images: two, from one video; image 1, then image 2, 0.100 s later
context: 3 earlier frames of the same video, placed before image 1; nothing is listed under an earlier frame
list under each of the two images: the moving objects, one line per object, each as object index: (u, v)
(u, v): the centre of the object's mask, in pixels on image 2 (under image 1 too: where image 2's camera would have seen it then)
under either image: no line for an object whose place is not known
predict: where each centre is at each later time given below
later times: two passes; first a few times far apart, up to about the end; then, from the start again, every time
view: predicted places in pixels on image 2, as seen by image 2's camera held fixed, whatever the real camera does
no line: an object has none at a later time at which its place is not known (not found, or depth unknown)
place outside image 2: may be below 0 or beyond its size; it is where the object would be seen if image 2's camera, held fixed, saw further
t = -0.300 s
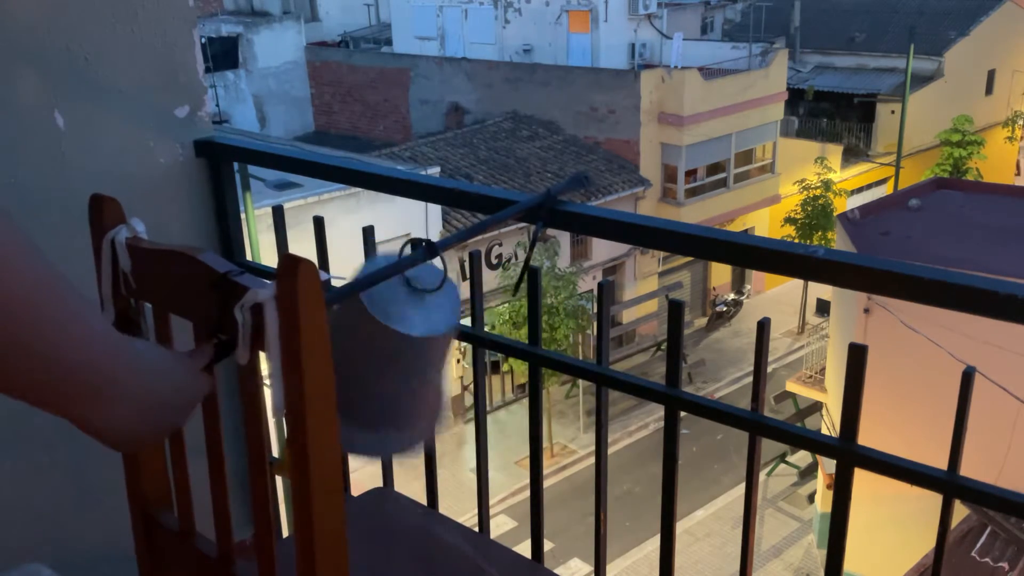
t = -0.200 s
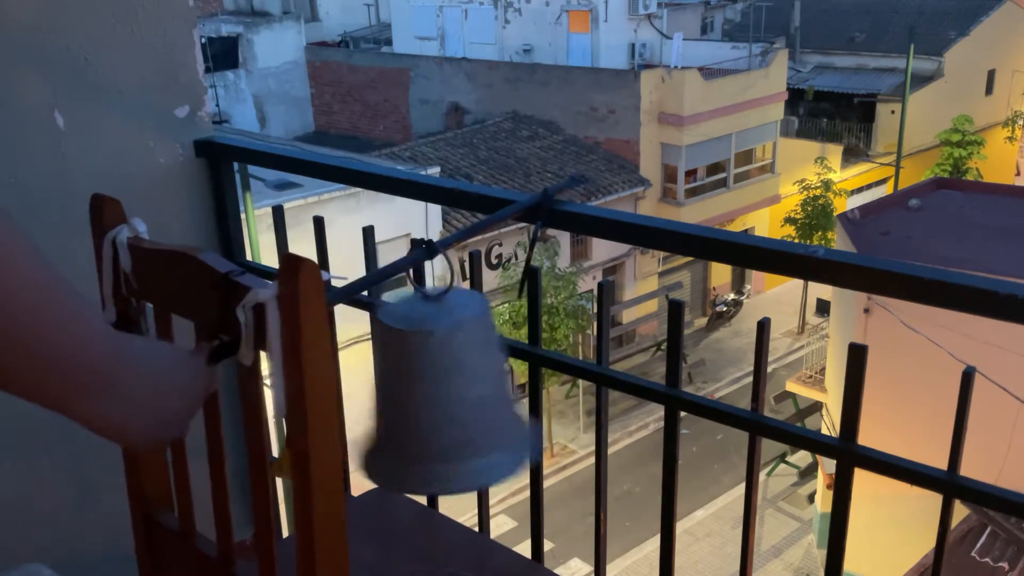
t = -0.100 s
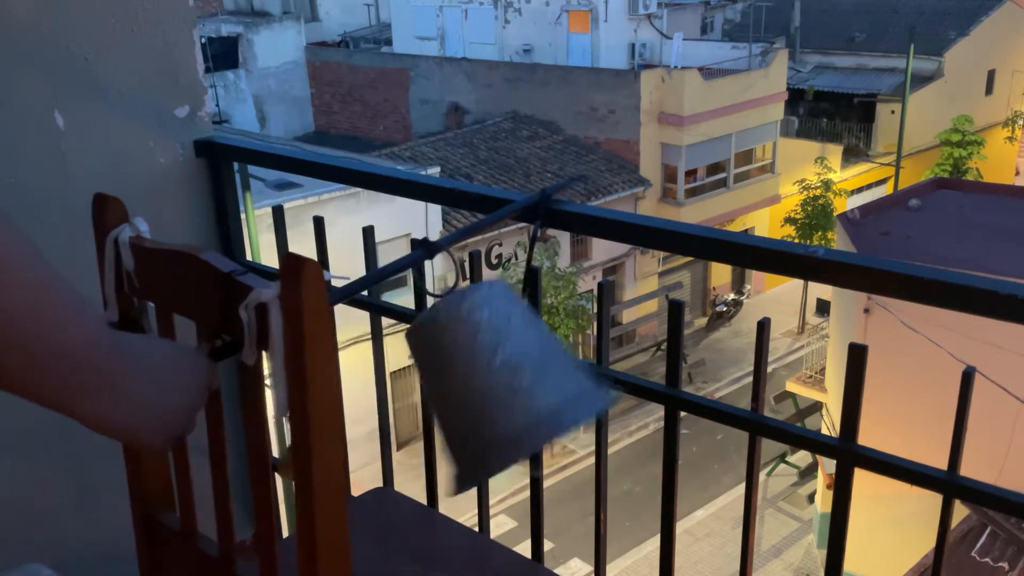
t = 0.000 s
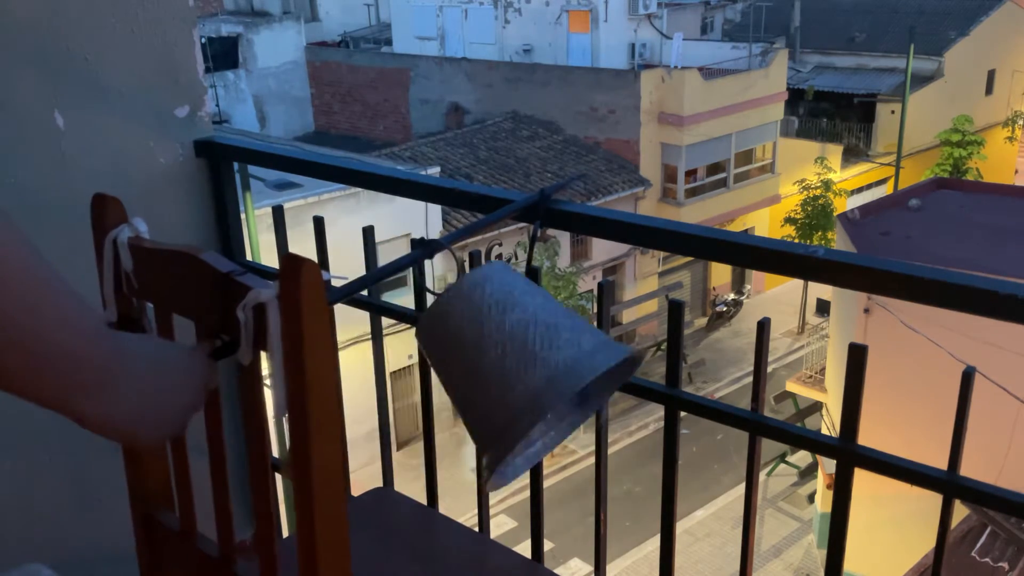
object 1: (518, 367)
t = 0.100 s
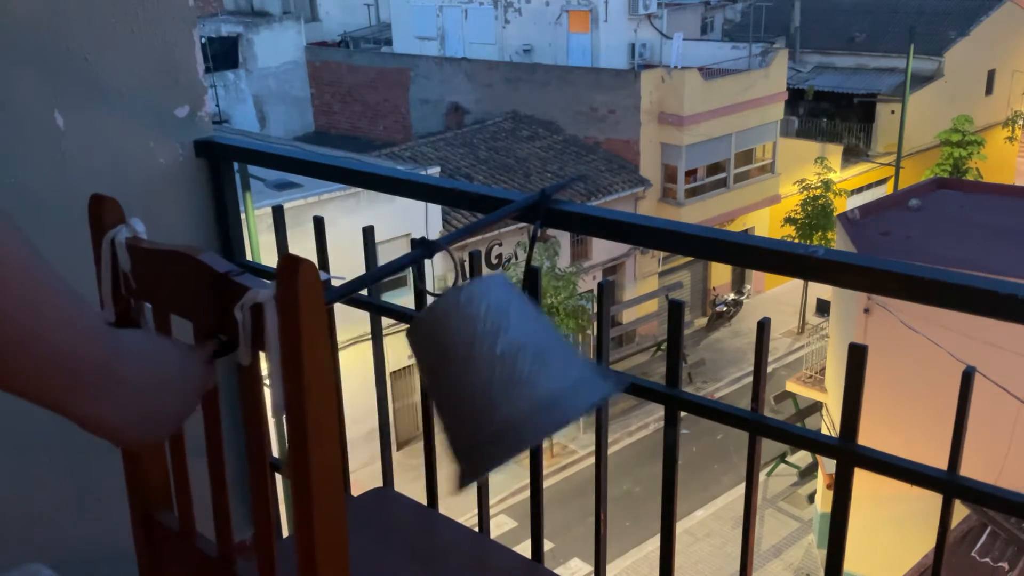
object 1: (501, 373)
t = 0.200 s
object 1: (450, 400)
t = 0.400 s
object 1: (384, 344)
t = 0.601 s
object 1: (420, 385)
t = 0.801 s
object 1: (521, 366)
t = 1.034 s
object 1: (471, 396)
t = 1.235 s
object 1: (385, 343)
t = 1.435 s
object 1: (395, 362)
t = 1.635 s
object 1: (499, 377)
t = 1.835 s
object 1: (504, 371)
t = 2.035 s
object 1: (399, 371)
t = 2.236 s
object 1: (379, 322)
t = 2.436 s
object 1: (476, 395)
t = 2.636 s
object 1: (524, 363)
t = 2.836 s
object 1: (436, 399)
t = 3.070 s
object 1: (385, 341)
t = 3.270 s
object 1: (448, 398)
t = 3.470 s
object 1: (516, 369)
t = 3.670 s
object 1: (449, 399)
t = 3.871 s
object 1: (385, 342)
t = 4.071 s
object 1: (408, 376)
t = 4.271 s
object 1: (510, 369)
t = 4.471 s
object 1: (484, 388)
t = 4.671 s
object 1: (389, 352)
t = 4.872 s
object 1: (396, 360)
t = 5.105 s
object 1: (512, 368)
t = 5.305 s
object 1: (494, 379)
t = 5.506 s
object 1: (392, 358)
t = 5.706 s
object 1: (395, 360)
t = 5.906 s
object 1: (503, 375)
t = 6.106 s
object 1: (509, 371)
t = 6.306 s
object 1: (404, 375)
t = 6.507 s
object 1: (386, 342)
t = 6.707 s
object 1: (474, 396)
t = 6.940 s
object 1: (510, 370)
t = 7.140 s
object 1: (417, 386)
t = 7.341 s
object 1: (392, 356)
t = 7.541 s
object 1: (474, 396)
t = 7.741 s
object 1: (503, 373)
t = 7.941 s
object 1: (428, 395)
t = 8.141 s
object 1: (386, 346)
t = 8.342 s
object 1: (435, 392)
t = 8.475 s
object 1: (503, 375)
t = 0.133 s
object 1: (488, 386)
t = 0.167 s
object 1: (474, 395)
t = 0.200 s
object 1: (450, 400)
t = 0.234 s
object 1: (430, 398)
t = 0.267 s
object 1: (413, 385)
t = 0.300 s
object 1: (399, 372)
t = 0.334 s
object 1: (391, 359)
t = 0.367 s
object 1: (387, 349)
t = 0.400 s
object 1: (384, 344)
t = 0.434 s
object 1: (384, 343)
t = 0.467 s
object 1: (385, 344)
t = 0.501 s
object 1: (388, 349)
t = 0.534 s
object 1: (393, 358)
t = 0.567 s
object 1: (404, 371)
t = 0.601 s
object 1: (420, 385)
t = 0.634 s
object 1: (445, 397)
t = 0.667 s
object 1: (469, 398)
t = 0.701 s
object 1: (487, 392)
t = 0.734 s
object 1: (501, 378)
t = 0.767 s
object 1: (511, 369)
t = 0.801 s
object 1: (521, 366)
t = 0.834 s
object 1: (524, 363)
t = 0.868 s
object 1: (524, 364)
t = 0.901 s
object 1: (520, 366)
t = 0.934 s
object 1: (513, 370)
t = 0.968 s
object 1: (501, 374)
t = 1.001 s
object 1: (486, 387)
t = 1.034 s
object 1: (471, 396)
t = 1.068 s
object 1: (448, 400)
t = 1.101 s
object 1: (426, 395)
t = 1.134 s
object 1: (409, 381)
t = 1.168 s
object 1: (397, 366)
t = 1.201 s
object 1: (389, 353)
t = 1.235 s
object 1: (385, 343)
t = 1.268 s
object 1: (380, 324)
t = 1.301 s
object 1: (379, 320)
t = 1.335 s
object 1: (379, 322)
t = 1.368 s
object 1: (385, 341)
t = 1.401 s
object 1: (389, 350)
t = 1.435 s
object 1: (395, 362)
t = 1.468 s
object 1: (408, 376)
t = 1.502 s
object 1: (425, 389)
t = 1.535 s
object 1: (447, 398)
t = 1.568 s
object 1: (471, 398)
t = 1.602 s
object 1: (486, 391)
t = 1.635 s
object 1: (499, 377)
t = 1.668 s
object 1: (508, 372)
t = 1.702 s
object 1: (516, 369)
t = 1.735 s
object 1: (519, 367)
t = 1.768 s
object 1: (519, 367)
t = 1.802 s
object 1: (514, 369)
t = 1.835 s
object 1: (504, 371)
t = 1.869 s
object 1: (493, 380)
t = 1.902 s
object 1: (479, 391)
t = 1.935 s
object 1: (458, 398)
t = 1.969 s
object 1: (434, 397)
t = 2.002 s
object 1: (415, 385)
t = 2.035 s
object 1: (399, 371)
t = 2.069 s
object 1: (390, 357)
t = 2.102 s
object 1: (385, 345)
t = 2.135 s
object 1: (381, 337)
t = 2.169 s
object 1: (377, 317)
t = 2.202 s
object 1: (377, 319)
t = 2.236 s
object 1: (379, 322)
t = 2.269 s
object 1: (386, 345)
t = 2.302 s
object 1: (393, 358)
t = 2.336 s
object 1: (406, 373)
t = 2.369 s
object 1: (425, 388)
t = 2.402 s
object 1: (449, 397)
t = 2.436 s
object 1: (476, 395)
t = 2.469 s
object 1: (494, 385)
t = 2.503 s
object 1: (505, 372)
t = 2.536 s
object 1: (517, 368)
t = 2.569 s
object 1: (524, 363)
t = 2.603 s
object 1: (526, 362)
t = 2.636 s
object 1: (524, 363)
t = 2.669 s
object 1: (518, 367)
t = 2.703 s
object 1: (507, 372)
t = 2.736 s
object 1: (493, 379)
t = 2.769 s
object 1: (479, 392)
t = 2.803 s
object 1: (460, 400)
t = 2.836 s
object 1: (436, 399)
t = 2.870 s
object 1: (417, 386)
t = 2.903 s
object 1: (403, 372)
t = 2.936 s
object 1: (393, 359)
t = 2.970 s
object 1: (389, 349)
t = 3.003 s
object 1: (386, 343)
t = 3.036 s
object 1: (385, 341)
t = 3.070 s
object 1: (385, 341)
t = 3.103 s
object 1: (387, 344)
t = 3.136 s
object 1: (391, 351)
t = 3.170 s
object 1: (398, 363)
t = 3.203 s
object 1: (410, 377)
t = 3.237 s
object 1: (427, 390)
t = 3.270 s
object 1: (448, 398)
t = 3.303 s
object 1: (472, 397)
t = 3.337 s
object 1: (486, 390)
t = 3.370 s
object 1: (499, 377)
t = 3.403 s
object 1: (508, 373)
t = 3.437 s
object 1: (515, 370)
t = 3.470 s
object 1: (516, 369)
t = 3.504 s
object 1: (513, 370)
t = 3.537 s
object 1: (507, 372)
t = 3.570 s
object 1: (497, 374)
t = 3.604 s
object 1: (486, 387)
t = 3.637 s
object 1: (472, 396)
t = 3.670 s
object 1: (449, 399)
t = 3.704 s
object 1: (429, 396)
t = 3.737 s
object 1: (414, 382)
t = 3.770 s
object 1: (401, 369)
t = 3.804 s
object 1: (392, 357)
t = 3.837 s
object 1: (388, 347)
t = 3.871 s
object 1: (385, 342)
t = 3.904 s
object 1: (381, 325)
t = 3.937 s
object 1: (381, 327)
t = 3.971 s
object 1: (386, 344)
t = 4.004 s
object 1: (390, 351)
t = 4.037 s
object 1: (396, 362)
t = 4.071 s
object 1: (408, 376)
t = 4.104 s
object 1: (426, 389)
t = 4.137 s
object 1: (448, 398)
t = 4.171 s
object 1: (472, 397)
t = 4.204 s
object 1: (488, 389)
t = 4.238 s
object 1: (501, 375)
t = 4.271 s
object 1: (510, 369)
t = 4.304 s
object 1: (518, 367)
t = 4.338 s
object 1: (519, 366)
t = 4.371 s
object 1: (516, 368)
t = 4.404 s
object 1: (509, 370)
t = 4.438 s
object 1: (498, 375)
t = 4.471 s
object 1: (484, 388)
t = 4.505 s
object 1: (467, 396)
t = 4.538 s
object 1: (445, 399)
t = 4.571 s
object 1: (423, 393)
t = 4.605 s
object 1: (406, 378)
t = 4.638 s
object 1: (395, 364)
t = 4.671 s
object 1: (389, 352)
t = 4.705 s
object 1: (385, 344)
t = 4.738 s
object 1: (384, 340)
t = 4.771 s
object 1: (384, 341)
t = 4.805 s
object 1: (386, 343)
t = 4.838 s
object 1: (389, 350)
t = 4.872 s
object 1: (396, 360)
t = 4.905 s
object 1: (409, 375)
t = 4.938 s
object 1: (428, 387)
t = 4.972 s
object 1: (450, 396)
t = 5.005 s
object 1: (476, 395)
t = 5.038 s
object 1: (492, 386)
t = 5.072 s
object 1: (503, 374)
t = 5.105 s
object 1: (512, 368)
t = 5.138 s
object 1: (519, 366)
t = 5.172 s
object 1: (522, 365)
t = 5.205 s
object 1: (520, 366)
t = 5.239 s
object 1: (515, 368)
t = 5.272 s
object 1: (505, 371)
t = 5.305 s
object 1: (494, 379)
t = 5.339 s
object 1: (479, 391)
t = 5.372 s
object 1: (459, 398)
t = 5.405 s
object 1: (435, 397)
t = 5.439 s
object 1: (416, 386)
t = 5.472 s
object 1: (401, 371)
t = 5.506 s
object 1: (392, 358)
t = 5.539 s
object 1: (387, 348)
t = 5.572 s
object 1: (385, 343)
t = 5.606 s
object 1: (385, 342)
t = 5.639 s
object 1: (386, 344)
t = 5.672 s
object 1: (389, 350)
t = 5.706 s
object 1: (395, 360)
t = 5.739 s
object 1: (406, 374)
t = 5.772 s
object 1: (424, 388)
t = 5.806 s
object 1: (448, 397)
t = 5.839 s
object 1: (472, 396)
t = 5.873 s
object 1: (491, 388)
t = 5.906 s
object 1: (503, 375)
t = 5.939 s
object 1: (513, 368)
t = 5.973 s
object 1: (522, 364)
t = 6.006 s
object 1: (525, 362)
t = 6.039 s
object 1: (524, 363)
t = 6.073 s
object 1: (519, 366)
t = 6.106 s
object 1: (509, 371)
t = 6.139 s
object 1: (496, 376)
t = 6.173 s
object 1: (482, 389)
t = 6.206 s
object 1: (463, 398)
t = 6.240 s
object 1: (440, 399)
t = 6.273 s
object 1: (419, 389)
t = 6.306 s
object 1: (404, 375)
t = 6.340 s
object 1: (393, 360)
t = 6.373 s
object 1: (388, 349)
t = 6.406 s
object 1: (385, 342)
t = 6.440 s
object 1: (382, 324)
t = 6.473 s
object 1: (382, 325)
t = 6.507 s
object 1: (386, 342)
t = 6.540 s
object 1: (390, 349)
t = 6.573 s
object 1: (398, 361)
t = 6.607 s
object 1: (411, 375)
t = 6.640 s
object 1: (428, 388)
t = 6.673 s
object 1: (449, 397)
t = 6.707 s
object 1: (474, 396)
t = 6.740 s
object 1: (488, 389)
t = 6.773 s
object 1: (499, 376)
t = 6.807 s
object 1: (508, 371)
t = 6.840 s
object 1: (514, 370)
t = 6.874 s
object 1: (516, 369)
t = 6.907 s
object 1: (515, 369)
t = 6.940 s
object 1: (510, 370)
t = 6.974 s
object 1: (501, 372)
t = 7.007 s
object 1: (491, 382)
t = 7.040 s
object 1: (477, 393)
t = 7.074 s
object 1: (457, 399)
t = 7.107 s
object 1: (435, 397)
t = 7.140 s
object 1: (417, 386)
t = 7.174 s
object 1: (403, 373)
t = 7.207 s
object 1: (395, 361)
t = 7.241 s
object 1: (390, 354)
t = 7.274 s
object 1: (389, 352)
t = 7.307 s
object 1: (390, 352)
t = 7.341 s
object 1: (392, 356)
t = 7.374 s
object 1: (397, 362)
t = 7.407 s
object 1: (406, 372)
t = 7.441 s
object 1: (419, 383)
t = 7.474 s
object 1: (436, 392)
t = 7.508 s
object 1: (455, 398)
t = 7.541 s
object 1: (474, 396)
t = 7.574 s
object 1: (486, 390)
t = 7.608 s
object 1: (496, 383)
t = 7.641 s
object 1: (502, 375)
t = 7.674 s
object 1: (505, 372)
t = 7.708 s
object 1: (505, 373)
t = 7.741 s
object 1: (503, 373)
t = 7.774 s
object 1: (498, 376)
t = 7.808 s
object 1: (491, 383)
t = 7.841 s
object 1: (481, 391)
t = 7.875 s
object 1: (466, 396)
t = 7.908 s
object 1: (447, 398)
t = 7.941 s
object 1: (428, 395)
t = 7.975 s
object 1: (414, 383)
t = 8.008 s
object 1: (402, 372)
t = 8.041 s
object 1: (394, 361)
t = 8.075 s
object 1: (389, 353)
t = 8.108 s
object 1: (387, 348)
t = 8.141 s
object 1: (386, 346)
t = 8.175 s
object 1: (387, 347)
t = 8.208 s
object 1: (389, 351)
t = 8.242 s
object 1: (393, 358)
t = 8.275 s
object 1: (402, 369)
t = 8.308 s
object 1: (417, 381)
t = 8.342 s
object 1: (435, 392)
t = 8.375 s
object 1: (458, 398)
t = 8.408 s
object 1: (478, 394)
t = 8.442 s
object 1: (492, 386)
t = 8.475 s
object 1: (503, 375)
